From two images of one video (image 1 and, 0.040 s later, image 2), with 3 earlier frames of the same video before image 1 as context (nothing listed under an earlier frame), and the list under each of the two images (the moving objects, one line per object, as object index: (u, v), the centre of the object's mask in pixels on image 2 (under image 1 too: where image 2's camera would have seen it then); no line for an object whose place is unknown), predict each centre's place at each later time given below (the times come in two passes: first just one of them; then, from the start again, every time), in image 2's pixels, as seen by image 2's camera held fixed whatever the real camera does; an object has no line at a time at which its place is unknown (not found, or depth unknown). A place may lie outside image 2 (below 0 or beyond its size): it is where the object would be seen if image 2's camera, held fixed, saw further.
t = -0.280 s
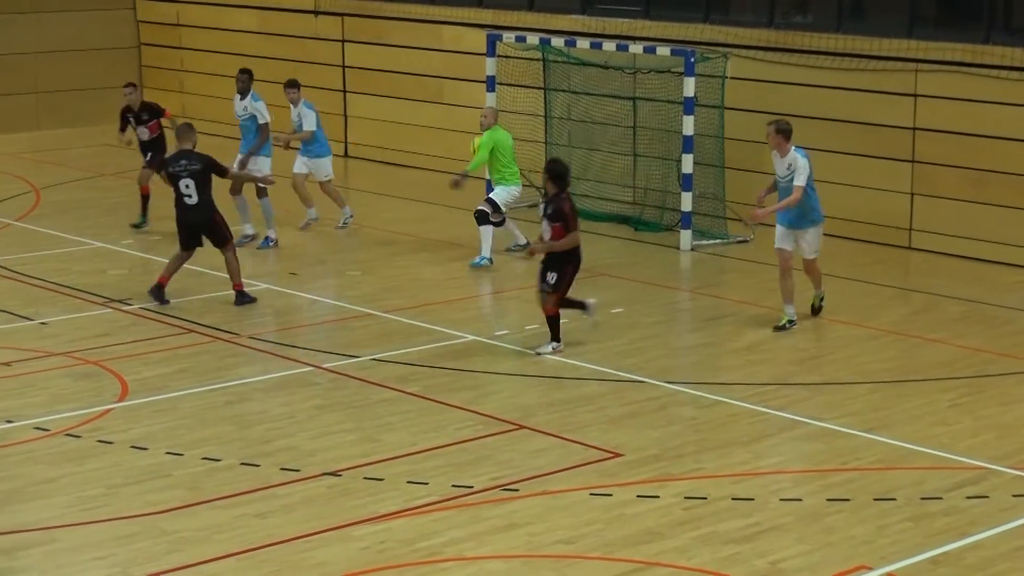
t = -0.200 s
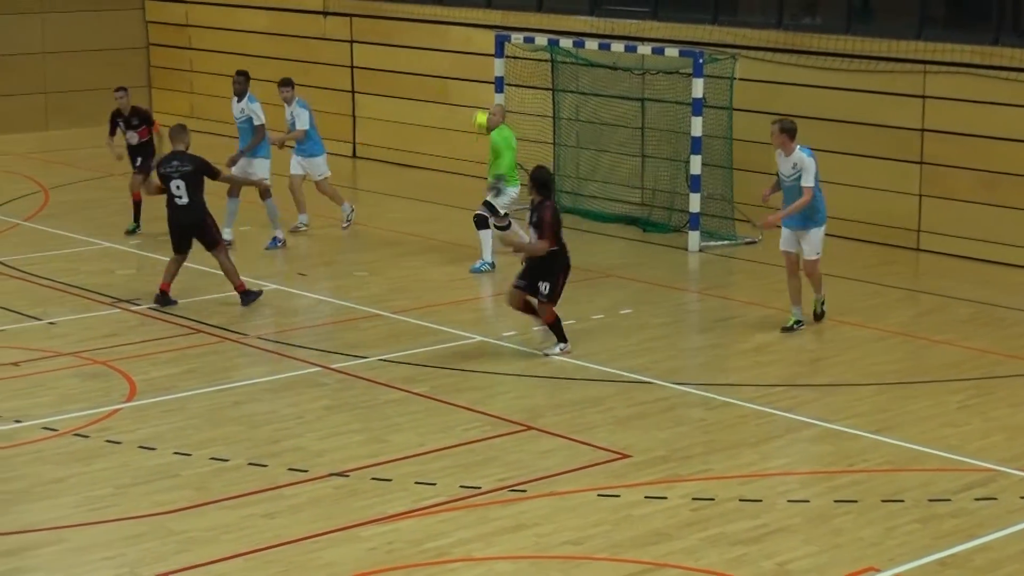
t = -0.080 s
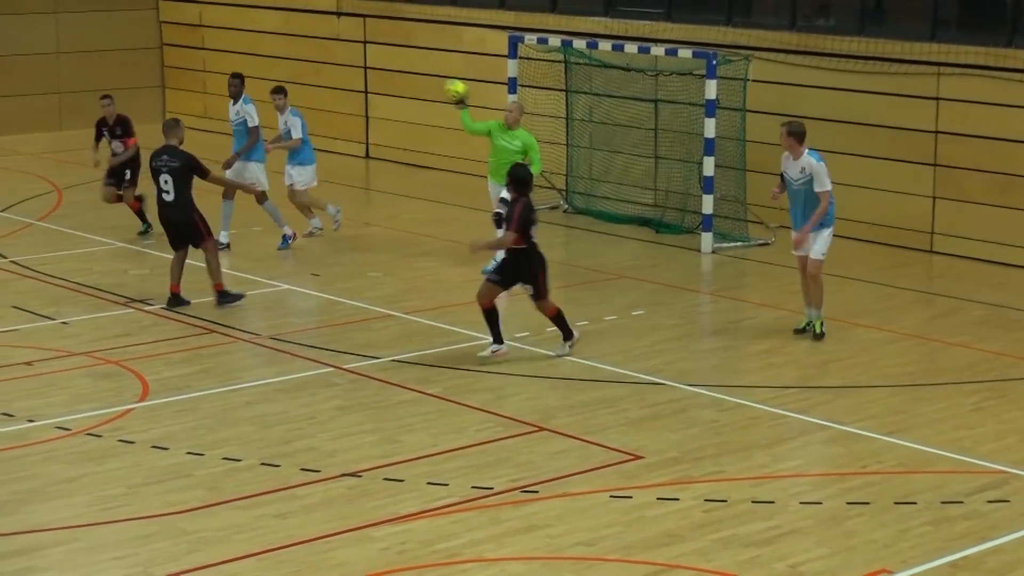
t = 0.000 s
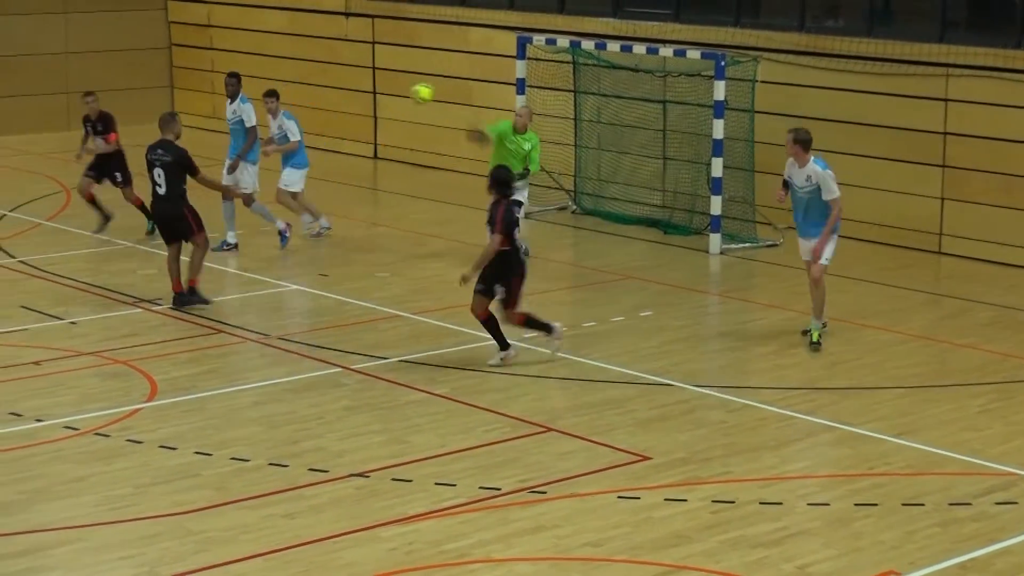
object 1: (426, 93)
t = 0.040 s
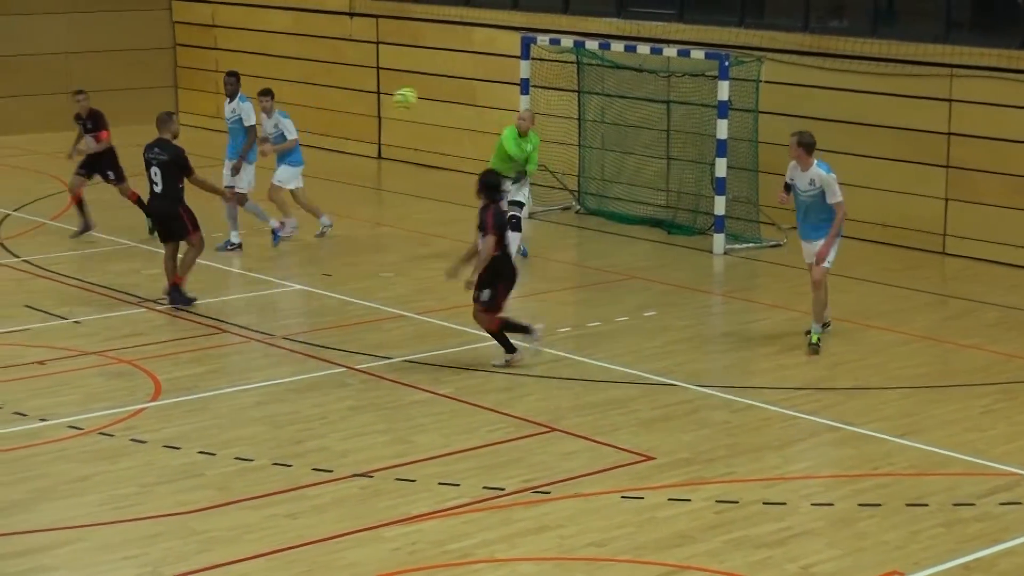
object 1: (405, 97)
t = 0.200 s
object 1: (306, 137)
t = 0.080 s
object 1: (381, 105)
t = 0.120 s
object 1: (358, 114)
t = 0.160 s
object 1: (332, 124)
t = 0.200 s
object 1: (306, 137)
